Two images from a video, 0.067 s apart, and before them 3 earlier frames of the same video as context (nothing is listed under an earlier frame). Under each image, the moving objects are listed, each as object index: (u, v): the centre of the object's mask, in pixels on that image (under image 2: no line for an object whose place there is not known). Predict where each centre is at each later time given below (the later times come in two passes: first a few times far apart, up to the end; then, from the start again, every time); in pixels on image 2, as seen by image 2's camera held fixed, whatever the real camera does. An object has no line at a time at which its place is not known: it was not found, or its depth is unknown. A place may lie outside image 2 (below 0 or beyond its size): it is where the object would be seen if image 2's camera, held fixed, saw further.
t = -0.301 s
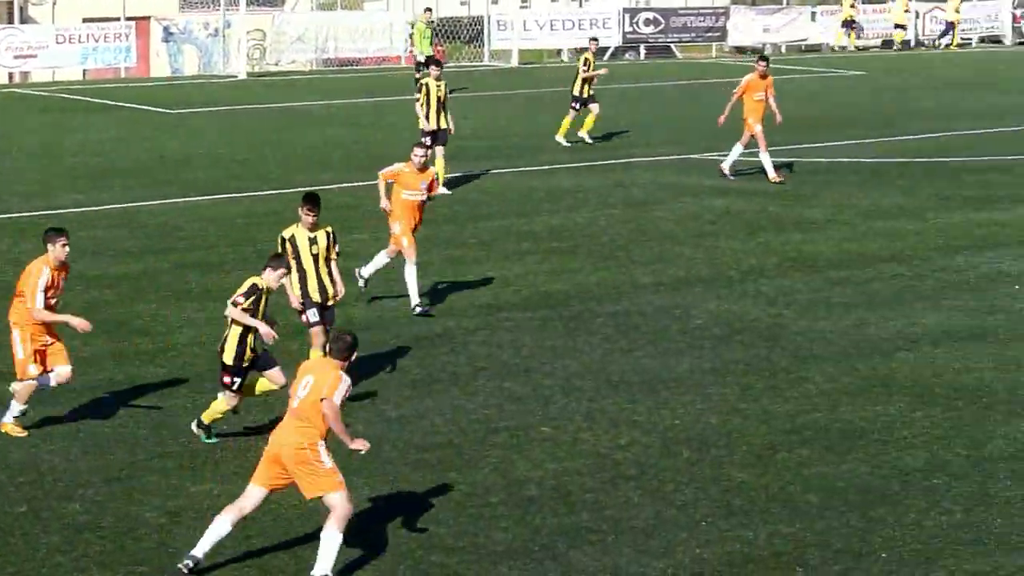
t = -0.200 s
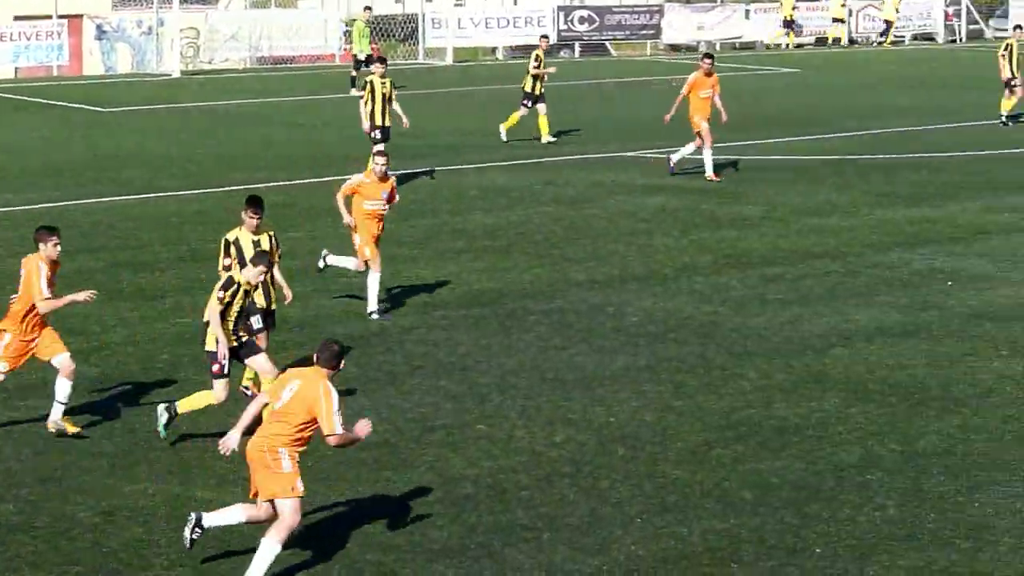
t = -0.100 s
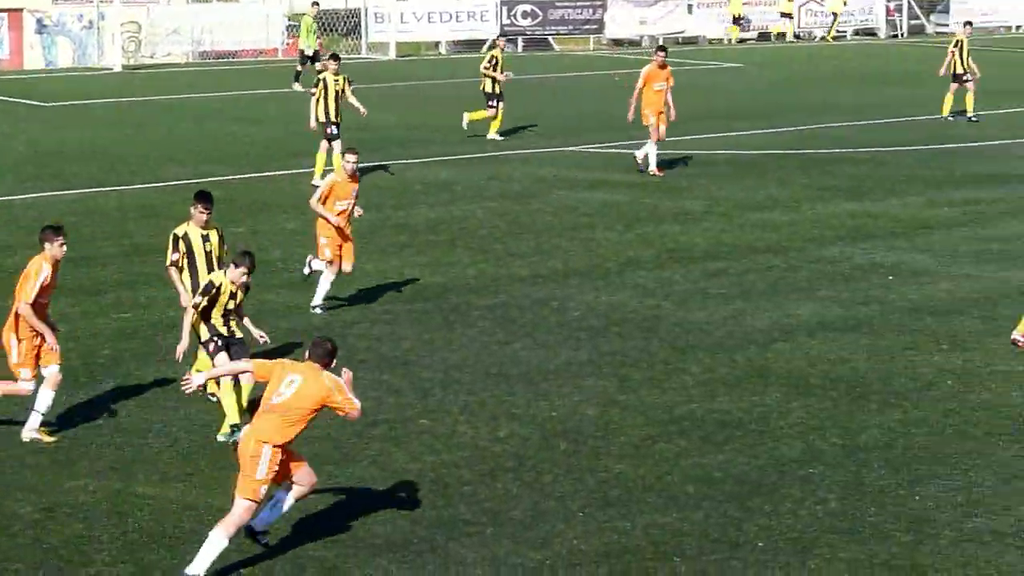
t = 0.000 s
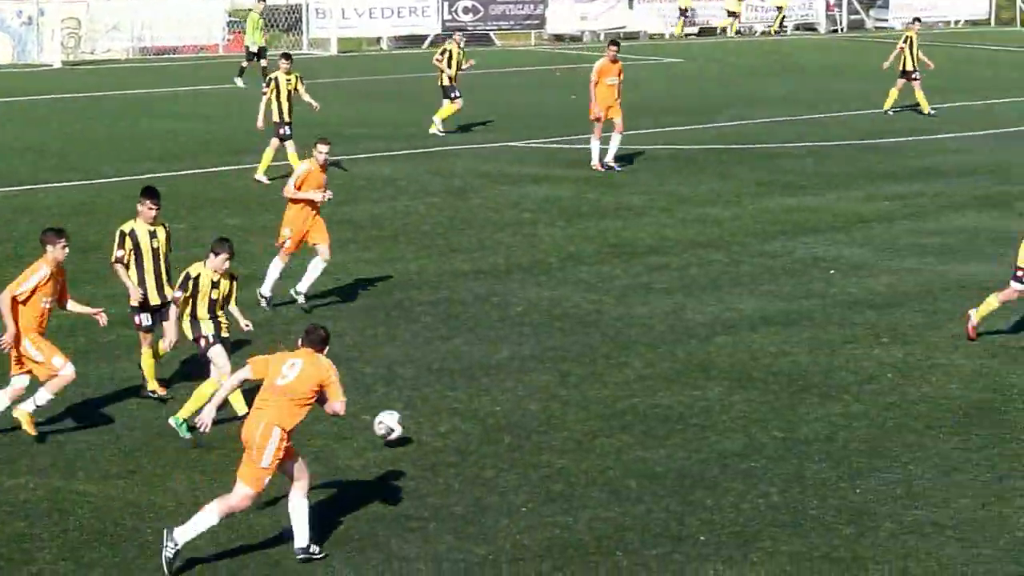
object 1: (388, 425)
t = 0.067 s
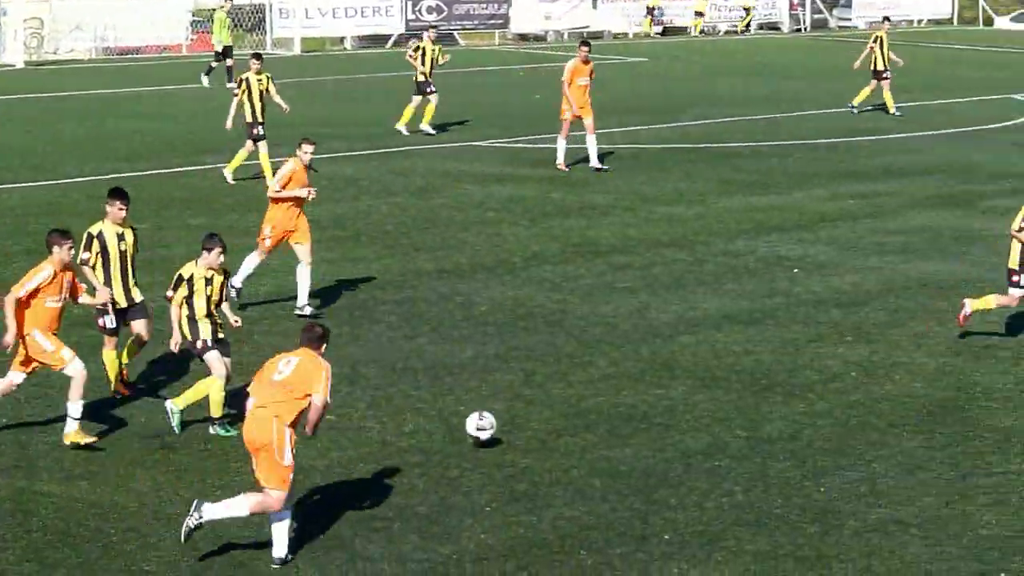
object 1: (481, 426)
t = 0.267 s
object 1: (824, 437)
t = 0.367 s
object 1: (977, 438)
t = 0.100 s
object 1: (545, 431)
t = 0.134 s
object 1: (605, 436)
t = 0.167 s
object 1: (663, 437)
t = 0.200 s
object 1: (718, 435)
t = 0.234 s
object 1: (772, 435)
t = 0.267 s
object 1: (824, 437)
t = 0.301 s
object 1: (879, 438)
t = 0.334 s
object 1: (932, 441)
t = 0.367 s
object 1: (977, 438)
